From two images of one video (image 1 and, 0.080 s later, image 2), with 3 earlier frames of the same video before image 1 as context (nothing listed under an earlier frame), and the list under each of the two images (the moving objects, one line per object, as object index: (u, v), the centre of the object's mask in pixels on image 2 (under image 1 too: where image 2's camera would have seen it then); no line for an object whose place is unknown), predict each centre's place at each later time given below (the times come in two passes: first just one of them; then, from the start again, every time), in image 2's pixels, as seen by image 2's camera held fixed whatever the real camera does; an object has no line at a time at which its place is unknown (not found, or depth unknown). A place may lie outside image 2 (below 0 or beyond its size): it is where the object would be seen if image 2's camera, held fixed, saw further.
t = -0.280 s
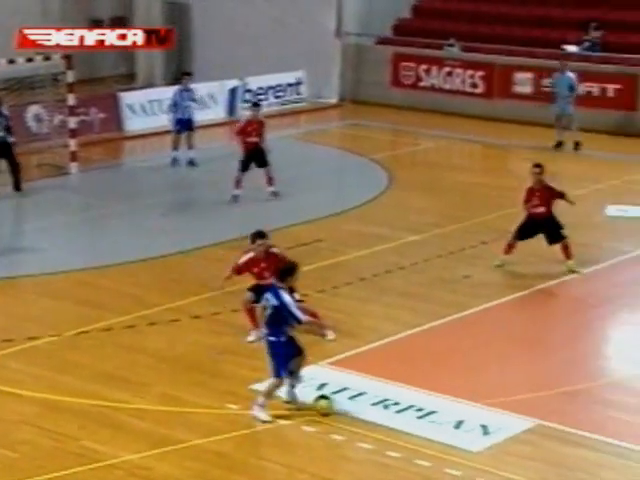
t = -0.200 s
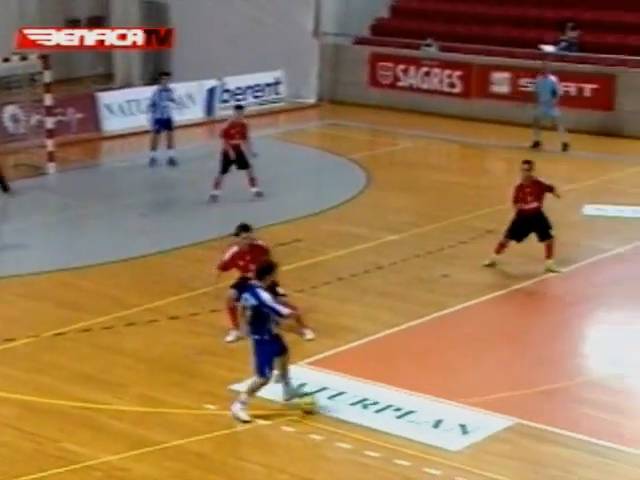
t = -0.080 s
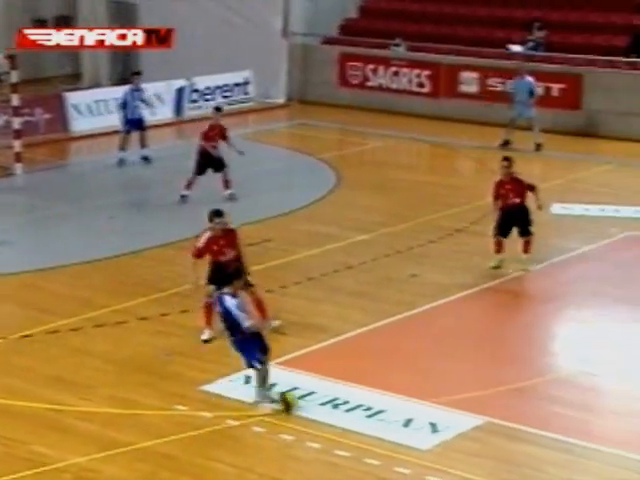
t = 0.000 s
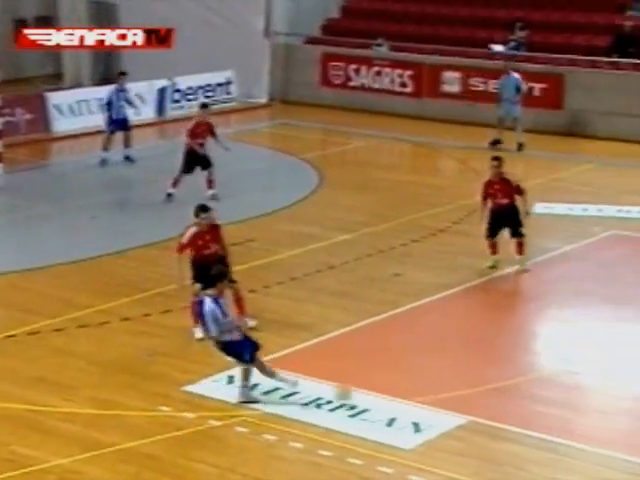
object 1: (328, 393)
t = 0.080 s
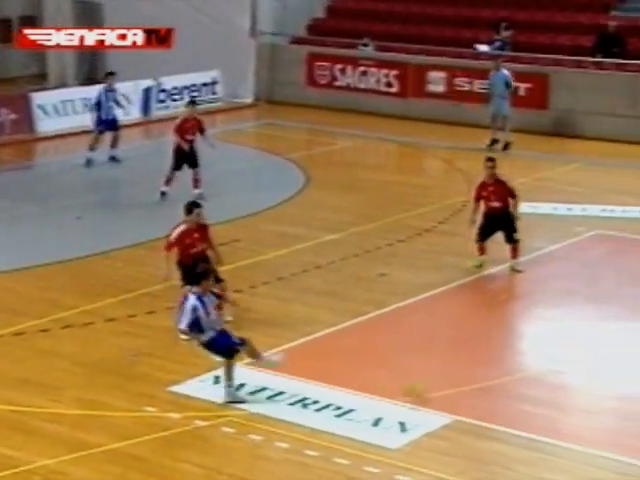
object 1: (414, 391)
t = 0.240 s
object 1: (574, 386)
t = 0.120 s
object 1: (457, 390)
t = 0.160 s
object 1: (497, 394)
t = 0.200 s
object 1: (536, 388)
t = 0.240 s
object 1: (574, 386)
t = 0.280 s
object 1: (610, 387)
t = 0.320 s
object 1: (645, 386)
